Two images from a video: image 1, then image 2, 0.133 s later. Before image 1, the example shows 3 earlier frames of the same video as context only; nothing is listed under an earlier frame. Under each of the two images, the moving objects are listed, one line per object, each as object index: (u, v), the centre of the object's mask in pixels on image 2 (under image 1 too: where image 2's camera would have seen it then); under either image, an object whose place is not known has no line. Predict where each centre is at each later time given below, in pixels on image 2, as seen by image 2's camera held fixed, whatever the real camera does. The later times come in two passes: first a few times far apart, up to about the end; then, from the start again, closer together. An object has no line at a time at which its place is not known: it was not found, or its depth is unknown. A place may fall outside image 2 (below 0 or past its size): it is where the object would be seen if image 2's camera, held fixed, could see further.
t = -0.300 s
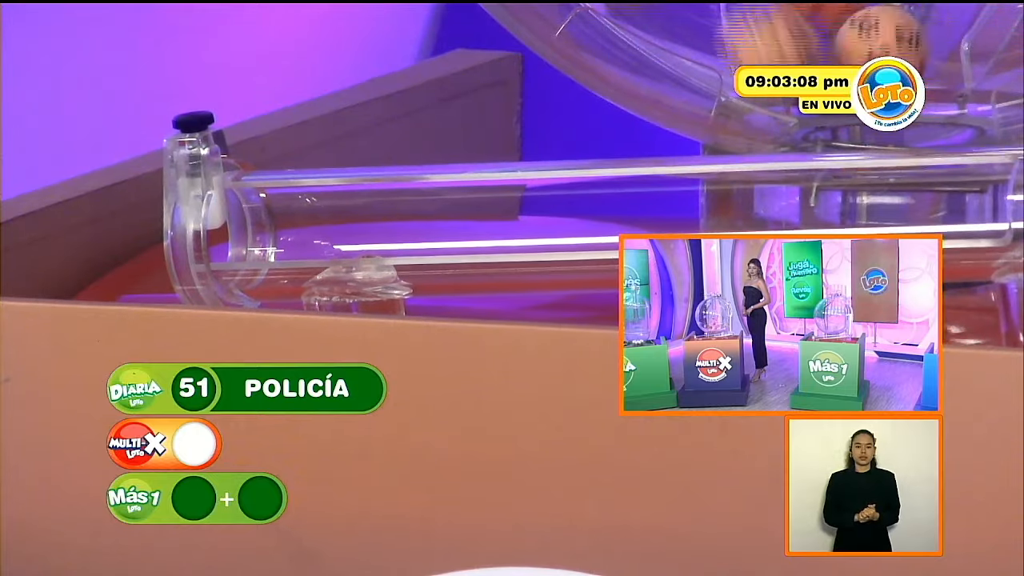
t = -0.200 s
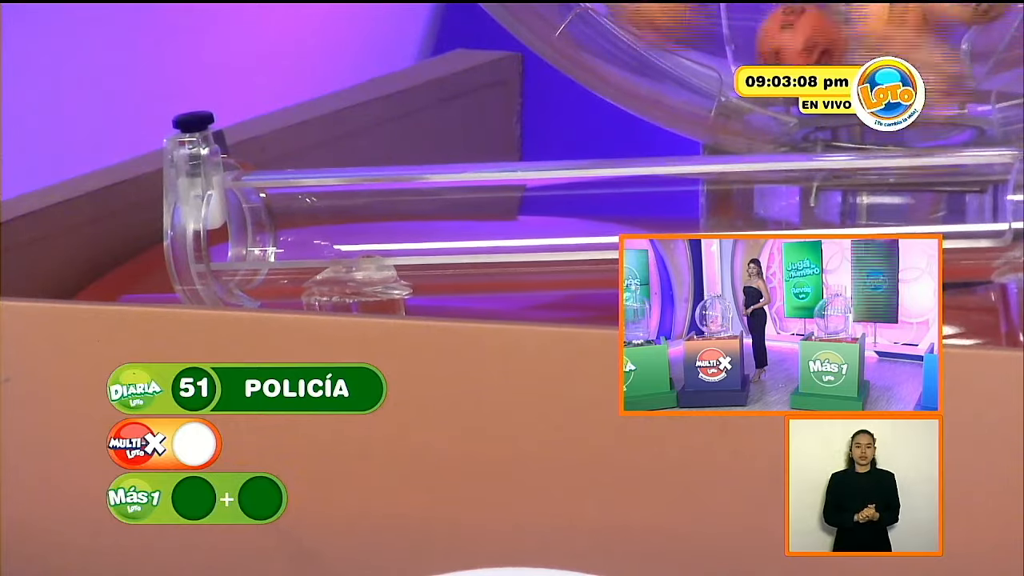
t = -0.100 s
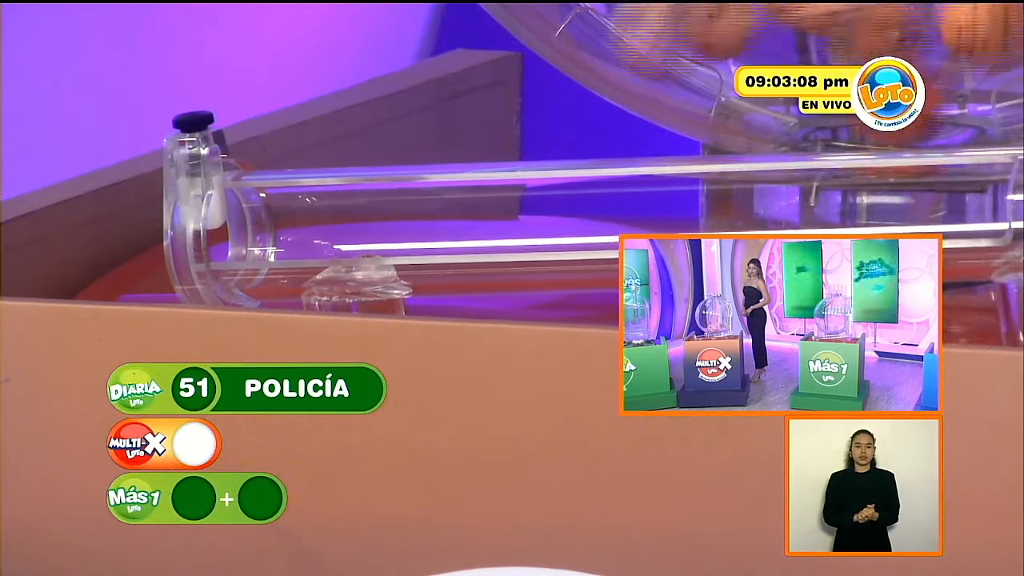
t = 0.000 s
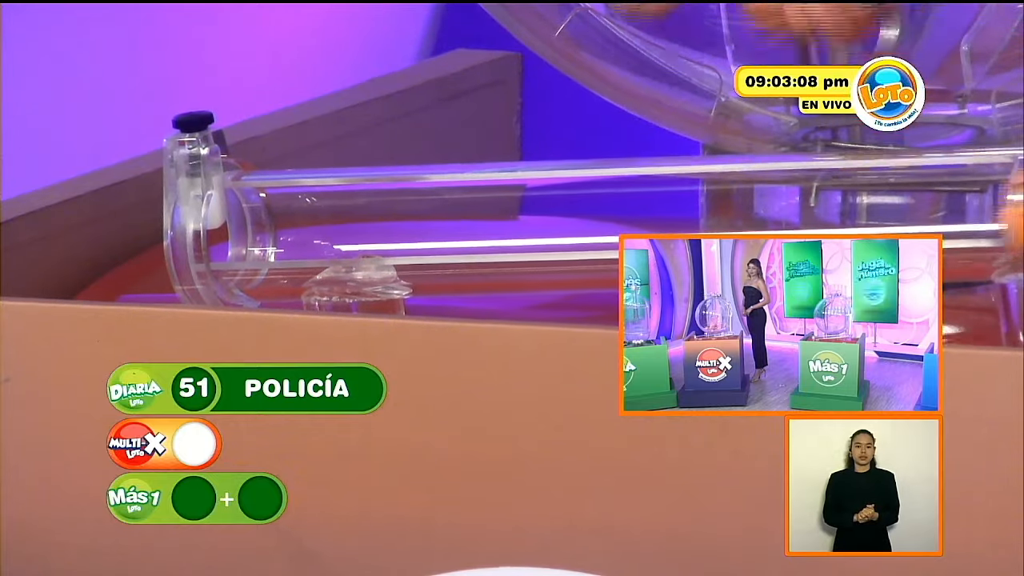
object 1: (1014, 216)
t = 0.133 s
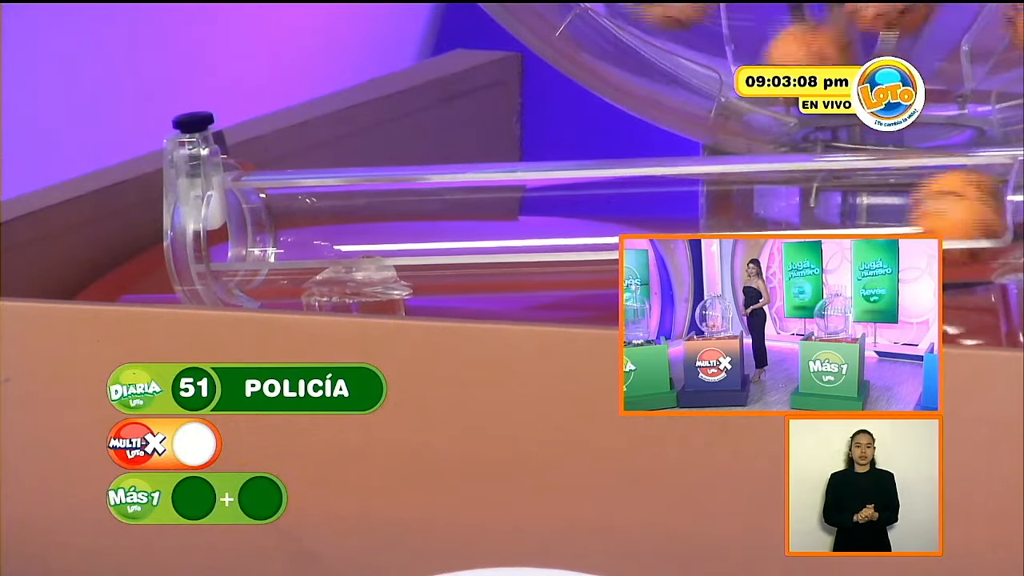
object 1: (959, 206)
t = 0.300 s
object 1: (826, 207)
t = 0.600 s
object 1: (510, 221)
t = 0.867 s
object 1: (287, 228)
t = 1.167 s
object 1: (272, 239)
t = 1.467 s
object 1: (271, 230)
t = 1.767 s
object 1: (271, 230)
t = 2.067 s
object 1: (271, 230)
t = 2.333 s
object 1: (271, 230)
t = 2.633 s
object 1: (271, 230)
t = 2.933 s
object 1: (271, 230)
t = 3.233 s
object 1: (271, 230)
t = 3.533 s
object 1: (271, 230)
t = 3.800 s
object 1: (271, 230)
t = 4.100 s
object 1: (271, 238)
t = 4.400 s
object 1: (271, 238)
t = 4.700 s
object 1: (271, 238)
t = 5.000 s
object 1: (271, 238)
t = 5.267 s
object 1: (271, 230)
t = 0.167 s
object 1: (937, 206)
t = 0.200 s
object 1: (912, 206)
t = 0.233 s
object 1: (887, 205)
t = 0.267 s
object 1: (855, 206)
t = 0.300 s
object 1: (826, 207)
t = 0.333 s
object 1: (793, 207)
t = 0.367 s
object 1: (763, 208)
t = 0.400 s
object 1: (728, 210)
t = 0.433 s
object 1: (699, 209)
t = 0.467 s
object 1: (655, 210)
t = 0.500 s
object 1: (622, 213)
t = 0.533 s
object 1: (587, 217)
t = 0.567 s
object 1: (550, 221)
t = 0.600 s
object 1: (510, 221)
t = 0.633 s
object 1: (472, 223)
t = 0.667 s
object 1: (430, 224)
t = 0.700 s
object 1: (385, 233)
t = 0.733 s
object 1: (341, 237)
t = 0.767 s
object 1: (296, 230)
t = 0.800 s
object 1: (274, 229)
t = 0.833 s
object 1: (281, 229)
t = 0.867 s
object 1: (287, 228)
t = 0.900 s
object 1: (284, 229)
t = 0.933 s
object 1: (280, 230)
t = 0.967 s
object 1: (273, 230)
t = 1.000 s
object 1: (272, 230)
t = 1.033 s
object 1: (271, 230)
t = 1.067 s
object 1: (272, 231)
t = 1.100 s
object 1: (271, 230)
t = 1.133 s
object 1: (272, 230)
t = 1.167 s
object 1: (272, 239)
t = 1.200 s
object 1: (271, 230)
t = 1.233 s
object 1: (271, 238)
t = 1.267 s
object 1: (271, 239)
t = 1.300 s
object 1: (271, 231)
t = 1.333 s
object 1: (271, 231)
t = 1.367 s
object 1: (271, 230)
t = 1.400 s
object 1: (271, 231)
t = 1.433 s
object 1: (271, 230)
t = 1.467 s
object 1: (271, 230)
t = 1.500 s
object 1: (271, 230)
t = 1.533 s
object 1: (271, 230)
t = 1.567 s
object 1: (271, 230)
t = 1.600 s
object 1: (271, 230)
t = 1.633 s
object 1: (271, 230)
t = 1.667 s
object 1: (271, 230)
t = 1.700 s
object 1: (271, 230)
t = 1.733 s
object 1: (271, 230)
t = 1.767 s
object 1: (271, 230)
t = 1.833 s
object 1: (271, 230)
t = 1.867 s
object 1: (271, 230)
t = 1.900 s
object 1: (271, 238)
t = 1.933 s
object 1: (271, 230)
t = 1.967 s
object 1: (271, 238)
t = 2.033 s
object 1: (271, 230)
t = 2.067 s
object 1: (271, 230)
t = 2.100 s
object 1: (271, 230)
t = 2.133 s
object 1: (271, 238)
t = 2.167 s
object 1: (271, 238)
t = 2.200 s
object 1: (271, 230)
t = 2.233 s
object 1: (271, 238)
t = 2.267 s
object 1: (271, 238)
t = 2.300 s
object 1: (271, 230)
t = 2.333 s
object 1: (271, 230)
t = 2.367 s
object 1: (271, 238)
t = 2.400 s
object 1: (271, 230)
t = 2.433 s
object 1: (271, 230)
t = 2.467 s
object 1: (271, 230)
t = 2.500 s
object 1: (271, 230)
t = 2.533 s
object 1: (271, 230)
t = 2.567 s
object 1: (271, 230)
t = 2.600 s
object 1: (271, 230)
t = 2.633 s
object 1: (271, 230)
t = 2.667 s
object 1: (271, 230)
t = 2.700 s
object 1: (271, 230)
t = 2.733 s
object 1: (271, 230)
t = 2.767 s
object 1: (271, 230)
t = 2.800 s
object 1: (271, 230)
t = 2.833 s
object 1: (271, 230)
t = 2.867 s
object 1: (271, 230)
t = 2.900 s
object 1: (271, 230)
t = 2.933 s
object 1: (271, 230)
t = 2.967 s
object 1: (271, 230)
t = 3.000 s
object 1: (271, 230)
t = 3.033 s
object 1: (271, 238)
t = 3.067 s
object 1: (271, 238)
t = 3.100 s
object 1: (271, 230)
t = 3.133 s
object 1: (271, 238)
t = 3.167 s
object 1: (271, 230)
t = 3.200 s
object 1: (271, 230)
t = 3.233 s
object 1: (271, 230)
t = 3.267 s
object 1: (271, 230)
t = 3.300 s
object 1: (271, 238)
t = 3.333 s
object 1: (271, 238)
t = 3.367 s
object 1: (271, 230)
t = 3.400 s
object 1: (271, 238)
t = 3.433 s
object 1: (271, 230)
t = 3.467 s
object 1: (271, 230)
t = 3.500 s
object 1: (271, 230)
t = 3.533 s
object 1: (271, 230)
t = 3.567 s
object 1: (271, 230)
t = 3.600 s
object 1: (271, 230)
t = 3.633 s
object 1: (271, 230)
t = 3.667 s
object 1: (271, 230)
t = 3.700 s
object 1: (271, 230)
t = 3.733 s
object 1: (271, 230)
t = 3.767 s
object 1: (271, 230)
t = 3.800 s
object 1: (271, 230)
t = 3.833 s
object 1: (271, 230)
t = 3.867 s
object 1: (271, 230)
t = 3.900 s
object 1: (271, 230)
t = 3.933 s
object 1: (271, 230)
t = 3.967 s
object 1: (271, 230)
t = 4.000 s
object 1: (271, 230)
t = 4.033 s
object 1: (271, 230)
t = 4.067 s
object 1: (271, 230)
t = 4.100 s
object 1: (271, 238)
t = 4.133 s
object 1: (271, 238)
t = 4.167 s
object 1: (271, 230)
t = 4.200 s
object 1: (271, 230)
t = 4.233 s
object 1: (271, 230)
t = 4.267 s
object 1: (271, 230)
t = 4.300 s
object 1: (271, 230)
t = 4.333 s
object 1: (271, 238)
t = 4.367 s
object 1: (271, 230)
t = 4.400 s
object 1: (271, 238)
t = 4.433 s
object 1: (271, 238)
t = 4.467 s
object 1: (271, 230)
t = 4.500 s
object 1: (271, 230)
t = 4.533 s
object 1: (271, 230)
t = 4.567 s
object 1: (271, 230)
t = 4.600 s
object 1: (271, 230)
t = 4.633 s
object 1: (271, 230)
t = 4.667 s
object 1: (271, 238)
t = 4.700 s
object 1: (271, 238)
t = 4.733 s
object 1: (271, 230)
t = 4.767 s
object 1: (272, 230)
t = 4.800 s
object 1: (271, 238)
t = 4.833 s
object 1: (271, 238)
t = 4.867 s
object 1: (271, 238)
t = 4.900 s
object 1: (271, 238)
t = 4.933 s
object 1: (271, 238)
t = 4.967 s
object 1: (271, 238)
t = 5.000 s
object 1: (271, 238)
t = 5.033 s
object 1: (271, 230)
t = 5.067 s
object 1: (271, 230)
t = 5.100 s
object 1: (271, 230)
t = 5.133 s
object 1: (271, 230)
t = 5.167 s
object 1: (271, 238)
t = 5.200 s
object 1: (271, 230)
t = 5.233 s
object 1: (271, 230)
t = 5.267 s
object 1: (271, 230)
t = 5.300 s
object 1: (271, 230)
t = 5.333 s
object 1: (271, 231)
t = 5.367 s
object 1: (271, 230)
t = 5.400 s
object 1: (271, 230)
